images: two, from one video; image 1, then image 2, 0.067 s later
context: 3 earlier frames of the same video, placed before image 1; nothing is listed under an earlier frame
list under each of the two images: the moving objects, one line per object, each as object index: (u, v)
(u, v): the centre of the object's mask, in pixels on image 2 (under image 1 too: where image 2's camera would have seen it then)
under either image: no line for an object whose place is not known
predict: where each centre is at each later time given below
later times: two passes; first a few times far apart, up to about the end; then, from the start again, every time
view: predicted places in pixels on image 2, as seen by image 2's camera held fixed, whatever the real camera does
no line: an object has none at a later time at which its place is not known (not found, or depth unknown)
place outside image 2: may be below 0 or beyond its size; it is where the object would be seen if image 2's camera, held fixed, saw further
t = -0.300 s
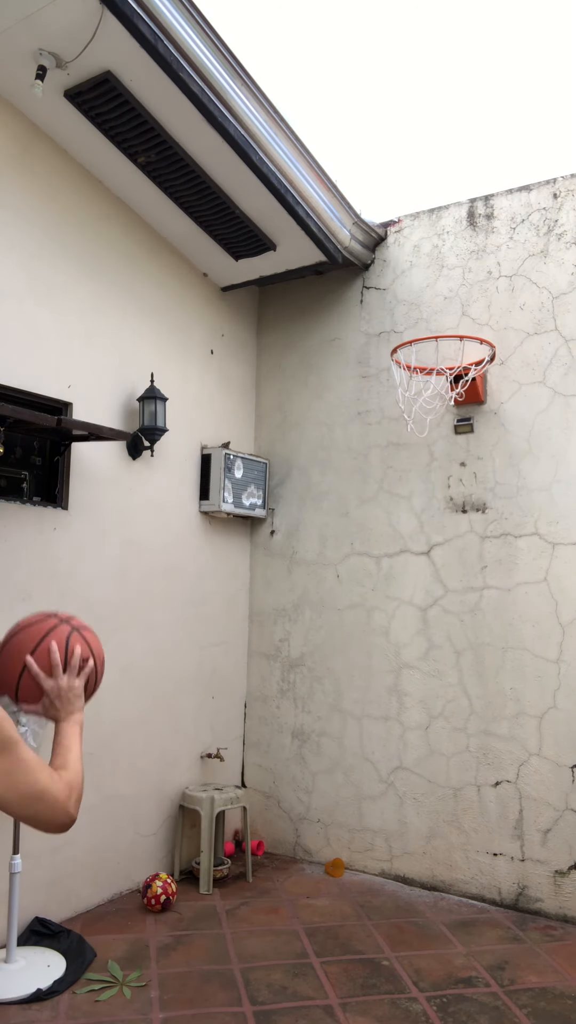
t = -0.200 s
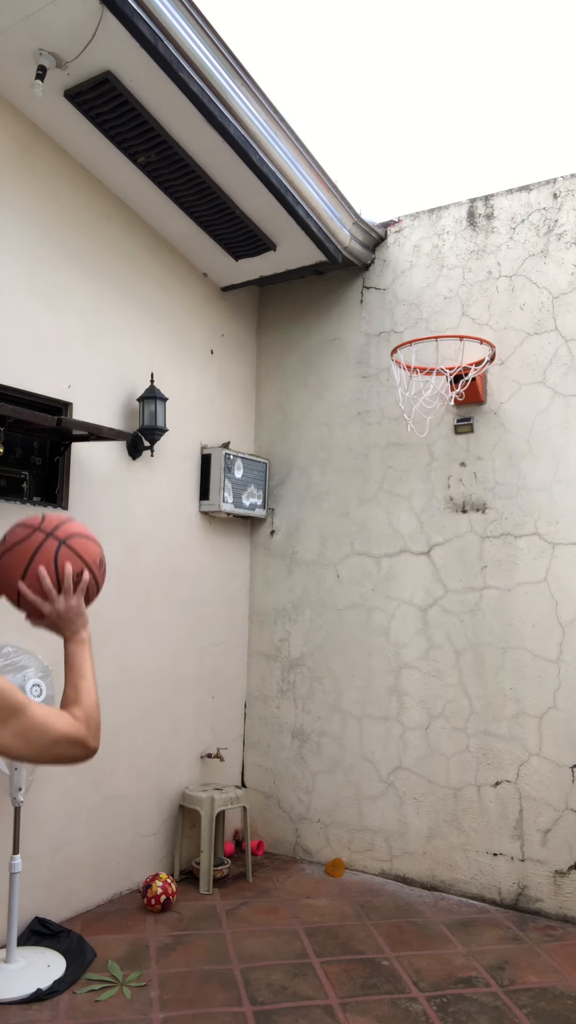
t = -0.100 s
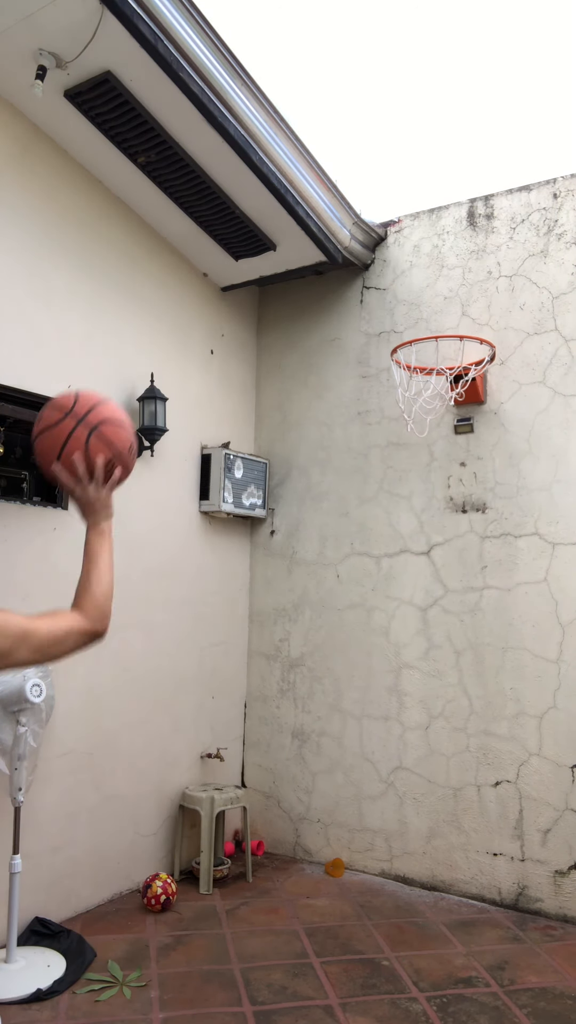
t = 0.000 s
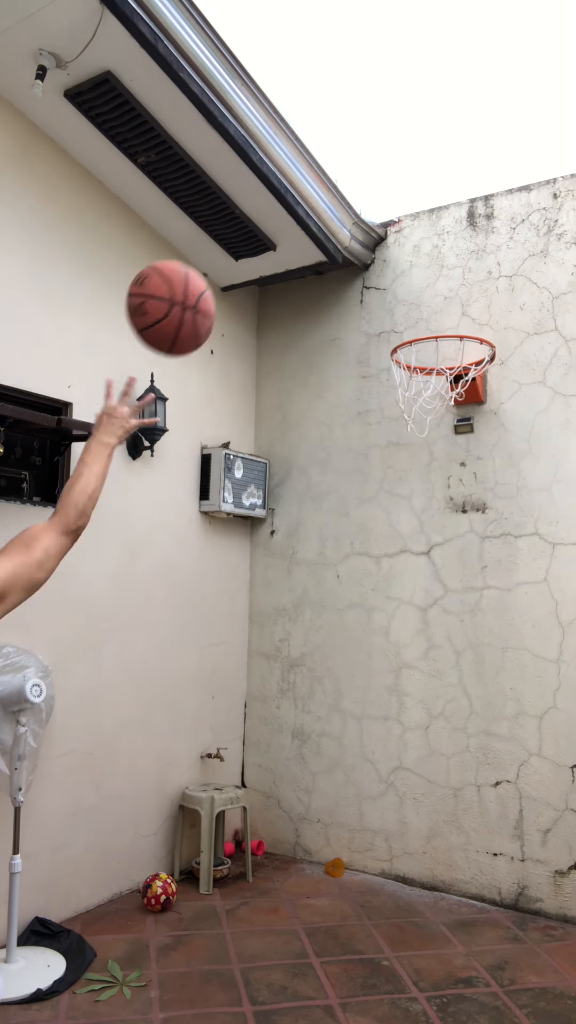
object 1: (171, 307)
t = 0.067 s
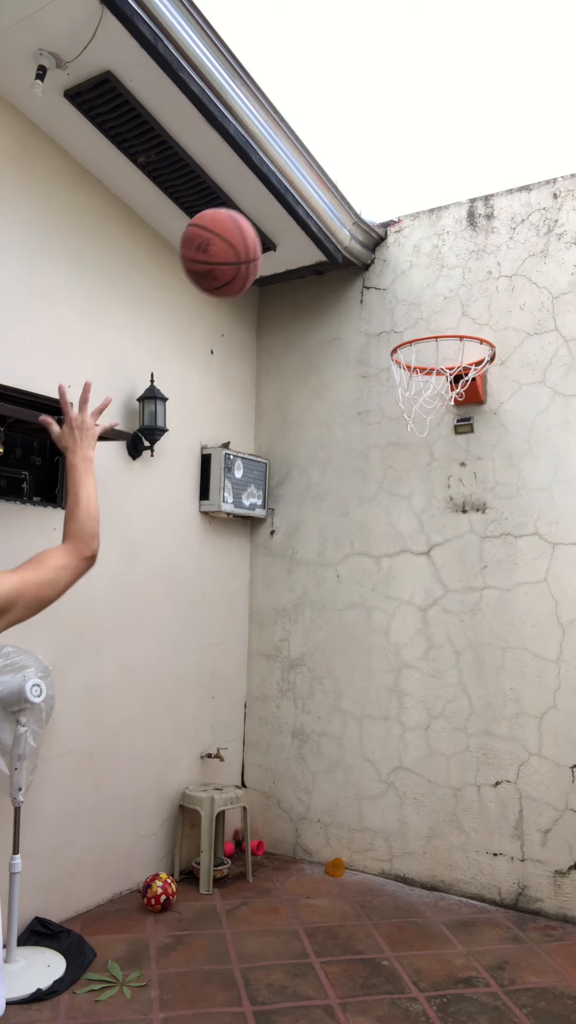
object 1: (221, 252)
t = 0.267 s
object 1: (329, 193)
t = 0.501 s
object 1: (413, 253)
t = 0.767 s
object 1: (473, 405)
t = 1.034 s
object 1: (467, 558)
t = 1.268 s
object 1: (455, 842)
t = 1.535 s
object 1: (414, 698)
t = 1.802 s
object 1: (359, 568)
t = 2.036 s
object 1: (303, 600)
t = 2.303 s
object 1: (221, 856)
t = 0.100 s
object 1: (242, 233)
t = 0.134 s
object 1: (262, 217)
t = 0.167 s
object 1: (281, 206)
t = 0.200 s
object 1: (299, 199)
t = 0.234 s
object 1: (314, 194)
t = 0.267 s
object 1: (329, 193)
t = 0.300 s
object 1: (343, 195)
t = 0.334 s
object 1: (357, 199)
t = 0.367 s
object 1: (369, 206)
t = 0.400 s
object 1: (381, 215)
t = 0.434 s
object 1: (392, 226)
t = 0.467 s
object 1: (403, 238)
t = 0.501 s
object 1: (413, 253)
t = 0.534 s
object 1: (423, 269)
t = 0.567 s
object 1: (432, 288)
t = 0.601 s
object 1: (440, 307)
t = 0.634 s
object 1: (449, 326)
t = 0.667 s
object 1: (458, 350)
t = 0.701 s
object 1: (464, 373)
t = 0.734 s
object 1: (470, 392)
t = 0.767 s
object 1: (473, 405)
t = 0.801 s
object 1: (477, 416)
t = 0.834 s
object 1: (478, 429)
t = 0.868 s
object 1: (476, 445)
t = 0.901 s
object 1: (474, 462)
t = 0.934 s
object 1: (472, 483)
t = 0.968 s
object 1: (471, 505)
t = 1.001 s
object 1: (469, 531)
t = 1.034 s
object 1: (467, 558)
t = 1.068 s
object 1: (466, 589)
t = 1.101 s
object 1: (464, 623)
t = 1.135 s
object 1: (462, 659)
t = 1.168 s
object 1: (461, 699)
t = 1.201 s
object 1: (459, 744)
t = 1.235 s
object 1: (457, 791)
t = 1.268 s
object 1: (455, 842)
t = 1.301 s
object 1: (454, 897)
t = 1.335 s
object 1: (449, 900)
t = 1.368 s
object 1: (444, 861)
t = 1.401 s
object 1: (438, 824)
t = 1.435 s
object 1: (432, 789)
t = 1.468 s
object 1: (426, 756)
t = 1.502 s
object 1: (420, 726)
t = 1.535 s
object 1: (414, 698)
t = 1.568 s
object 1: (407, 672)
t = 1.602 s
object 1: (401, 650)
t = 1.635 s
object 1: (394, 629)
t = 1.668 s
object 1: (387, 612)
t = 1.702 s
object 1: (380, 597)
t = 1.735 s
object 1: (373, 584)
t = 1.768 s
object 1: (366, 575)
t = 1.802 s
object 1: (359, 568)
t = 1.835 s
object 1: (351, 563)
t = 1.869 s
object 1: (344, 562)
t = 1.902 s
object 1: (336, 563)
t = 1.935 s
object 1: (328, 568)
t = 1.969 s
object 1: (320, 575)
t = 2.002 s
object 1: (311, 586)
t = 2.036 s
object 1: (303, 600)
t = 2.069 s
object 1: (294, 617)
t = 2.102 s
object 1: (284, 639)
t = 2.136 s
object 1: (275, 664)
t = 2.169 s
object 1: (265, 693)
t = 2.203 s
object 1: (255, 727)
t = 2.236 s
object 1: (244, 765)
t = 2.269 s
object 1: (233, 808)
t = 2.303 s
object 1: (221, 856)
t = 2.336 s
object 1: (210, 909)
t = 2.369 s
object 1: (197, 967)
